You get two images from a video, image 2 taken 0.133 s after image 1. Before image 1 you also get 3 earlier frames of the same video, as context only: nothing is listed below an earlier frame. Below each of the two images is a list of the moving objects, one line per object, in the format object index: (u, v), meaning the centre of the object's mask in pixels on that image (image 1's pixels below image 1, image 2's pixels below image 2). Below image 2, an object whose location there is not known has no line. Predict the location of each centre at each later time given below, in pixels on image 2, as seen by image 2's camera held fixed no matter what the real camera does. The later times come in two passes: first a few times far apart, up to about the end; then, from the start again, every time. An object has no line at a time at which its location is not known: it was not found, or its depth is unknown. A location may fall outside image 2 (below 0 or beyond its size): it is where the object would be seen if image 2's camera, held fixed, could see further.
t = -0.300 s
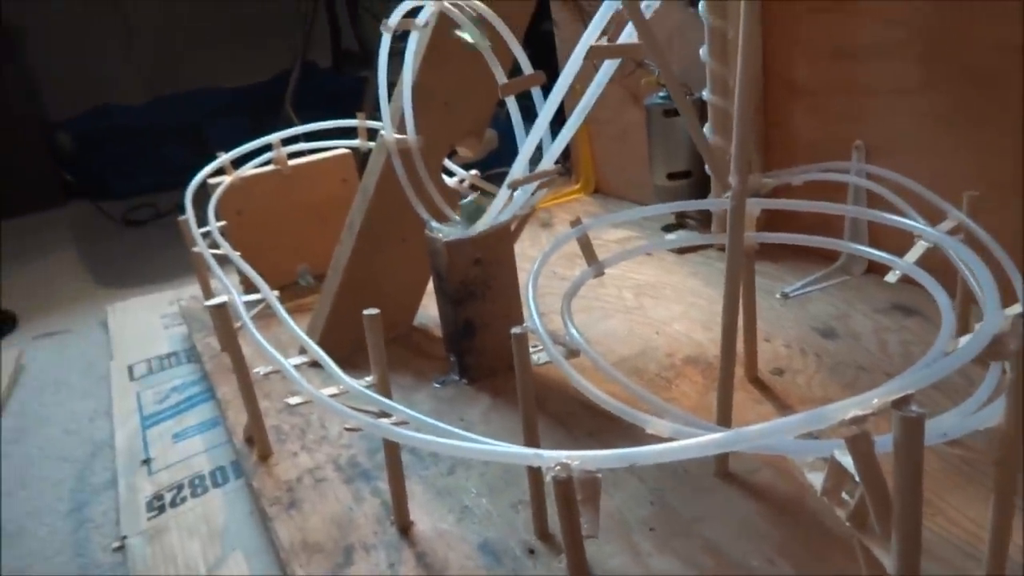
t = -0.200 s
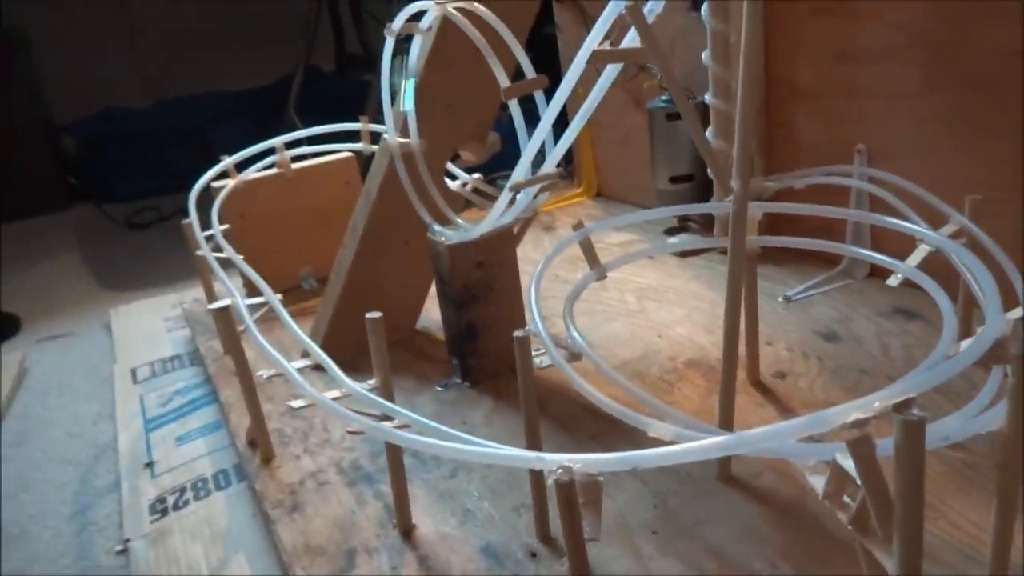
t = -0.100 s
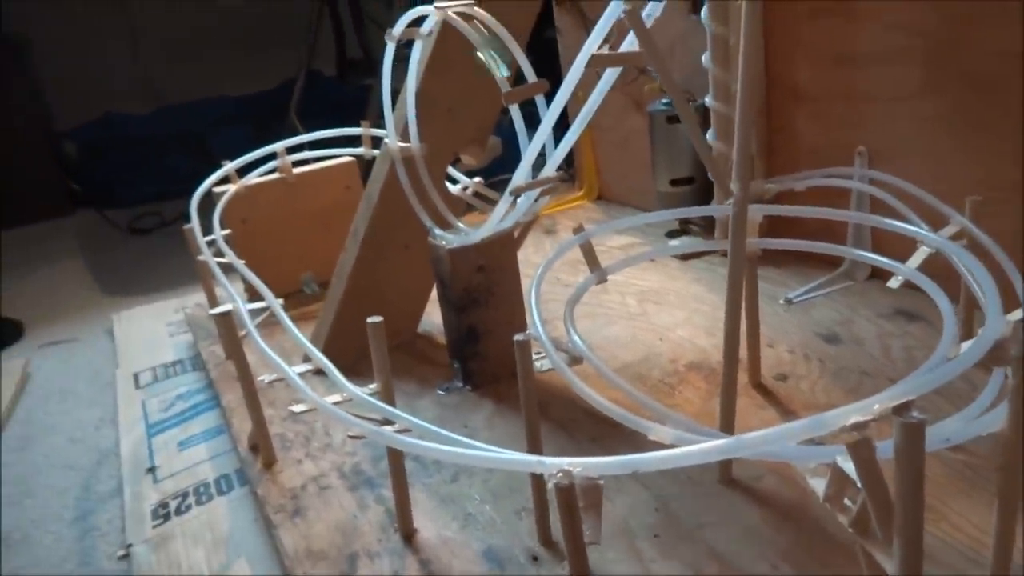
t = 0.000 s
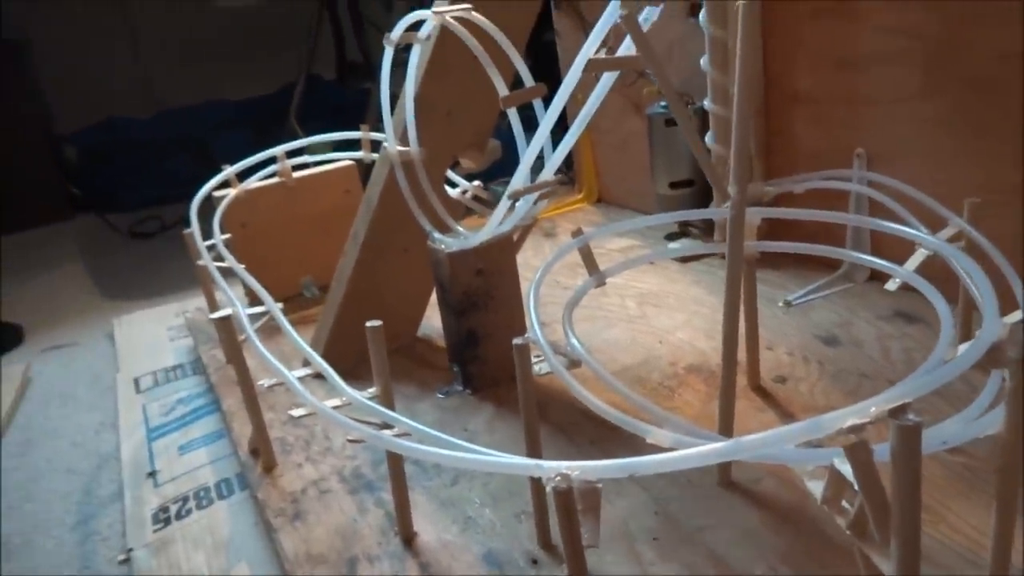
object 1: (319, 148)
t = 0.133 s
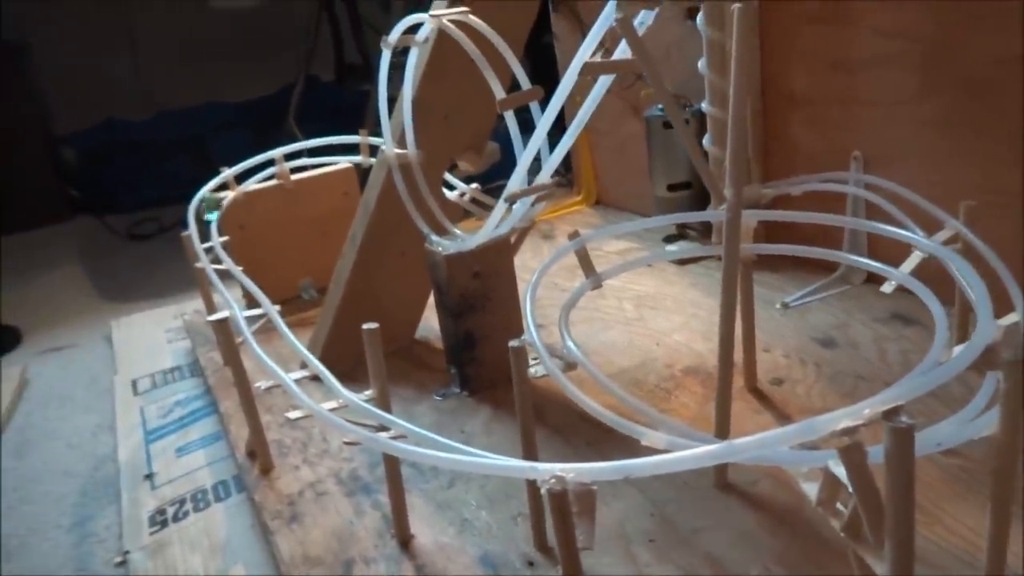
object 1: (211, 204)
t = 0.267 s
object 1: (221, 252)
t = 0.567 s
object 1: (415, 427)
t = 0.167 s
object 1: (208, 215)
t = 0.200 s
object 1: (210, 227)
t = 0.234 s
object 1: (216, 239)
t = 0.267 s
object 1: (221, 252)
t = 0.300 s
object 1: (227, 262)
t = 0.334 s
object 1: (236, 276)
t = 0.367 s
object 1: (251, 291)
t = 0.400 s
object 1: (258, 311)
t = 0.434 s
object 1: (274, 337)
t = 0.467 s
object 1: (304, 361)
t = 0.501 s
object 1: (333, 384)
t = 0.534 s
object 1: (370, 406)
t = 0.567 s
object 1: (415, 427)
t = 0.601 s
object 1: (461, 436)
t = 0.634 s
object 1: (514, 440)
